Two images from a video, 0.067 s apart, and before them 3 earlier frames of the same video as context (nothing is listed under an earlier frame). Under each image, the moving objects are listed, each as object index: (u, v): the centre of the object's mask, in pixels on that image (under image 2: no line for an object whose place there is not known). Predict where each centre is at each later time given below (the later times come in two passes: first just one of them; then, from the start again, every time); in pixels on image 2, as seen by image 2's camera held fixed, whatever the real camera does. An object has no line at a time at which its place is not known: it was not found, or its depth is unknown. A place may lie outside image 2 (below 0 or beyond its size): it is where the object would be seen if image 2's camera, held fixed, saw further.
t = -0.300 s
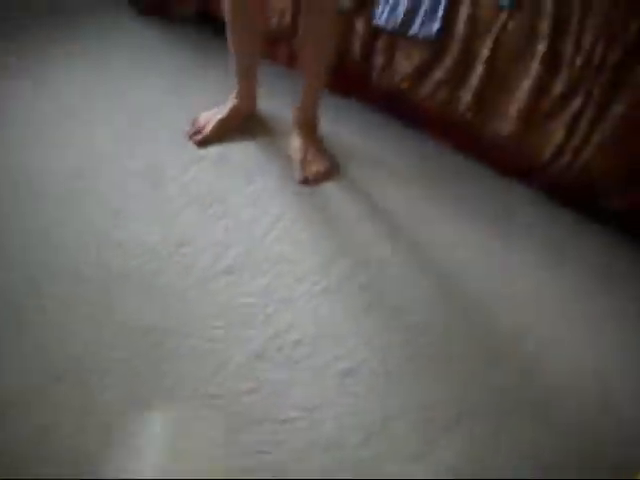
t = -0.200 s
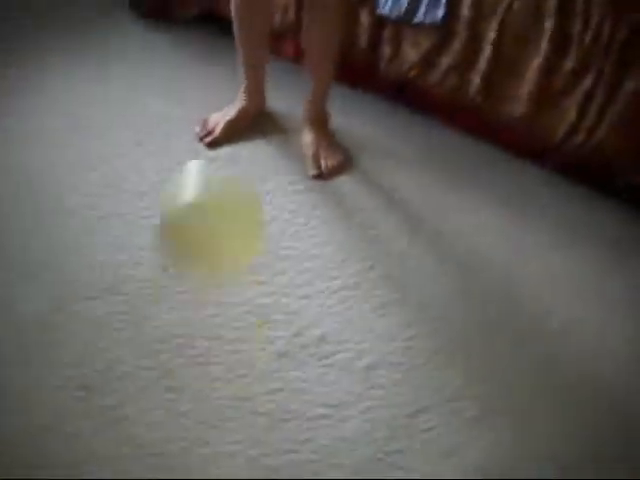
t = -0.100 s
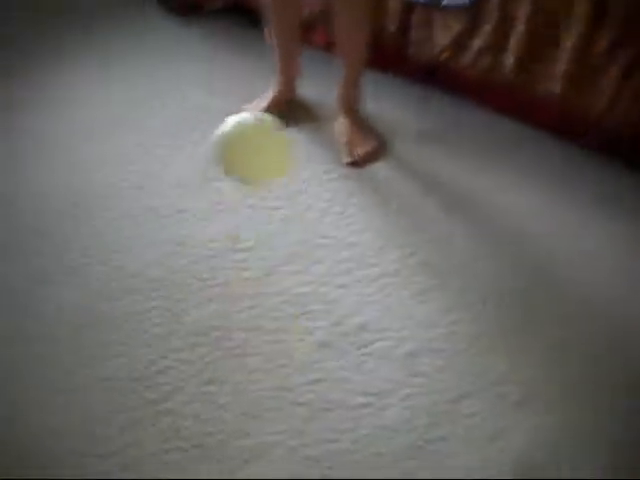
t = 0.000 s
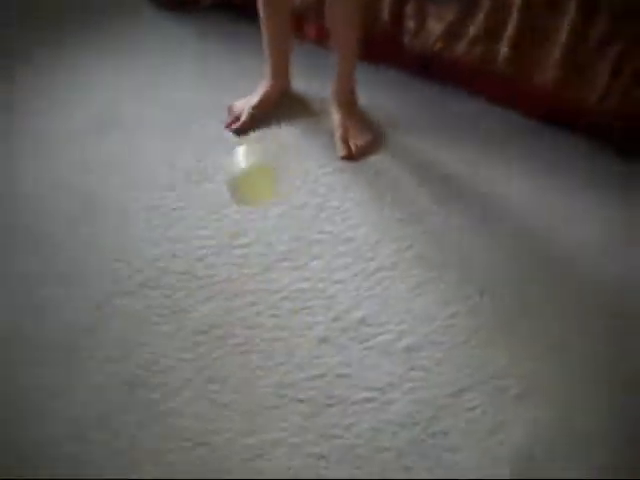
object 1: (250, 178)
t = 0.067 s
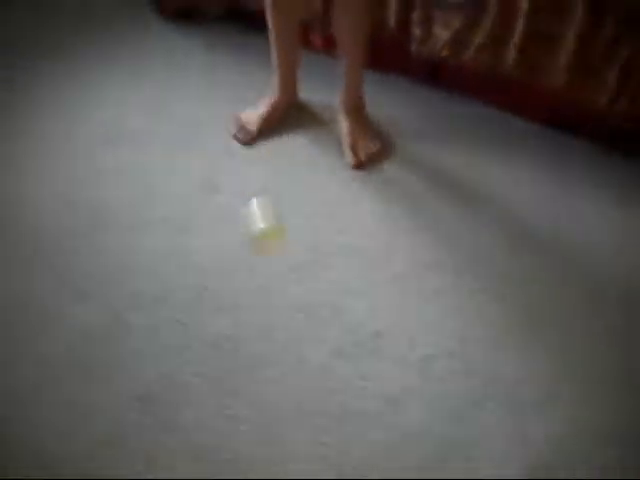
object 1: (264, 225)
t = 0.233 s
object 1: (271, 217)
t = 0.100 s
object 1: (266, 246)
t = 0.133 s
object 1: (267, 269)
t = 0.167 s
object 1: (269, 277)
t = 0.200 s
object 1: (269, 246)
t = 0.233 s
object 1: (271, 217)
